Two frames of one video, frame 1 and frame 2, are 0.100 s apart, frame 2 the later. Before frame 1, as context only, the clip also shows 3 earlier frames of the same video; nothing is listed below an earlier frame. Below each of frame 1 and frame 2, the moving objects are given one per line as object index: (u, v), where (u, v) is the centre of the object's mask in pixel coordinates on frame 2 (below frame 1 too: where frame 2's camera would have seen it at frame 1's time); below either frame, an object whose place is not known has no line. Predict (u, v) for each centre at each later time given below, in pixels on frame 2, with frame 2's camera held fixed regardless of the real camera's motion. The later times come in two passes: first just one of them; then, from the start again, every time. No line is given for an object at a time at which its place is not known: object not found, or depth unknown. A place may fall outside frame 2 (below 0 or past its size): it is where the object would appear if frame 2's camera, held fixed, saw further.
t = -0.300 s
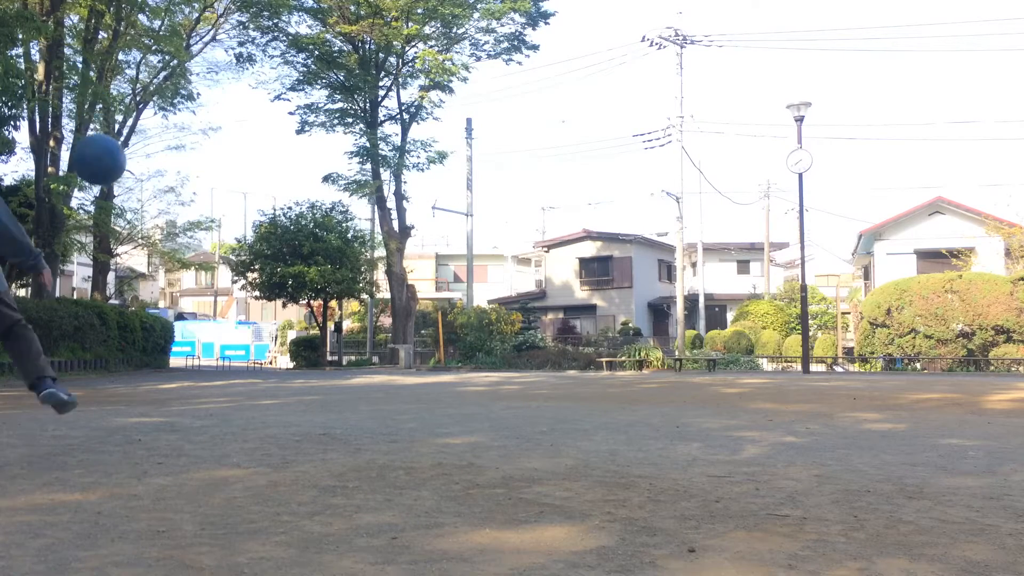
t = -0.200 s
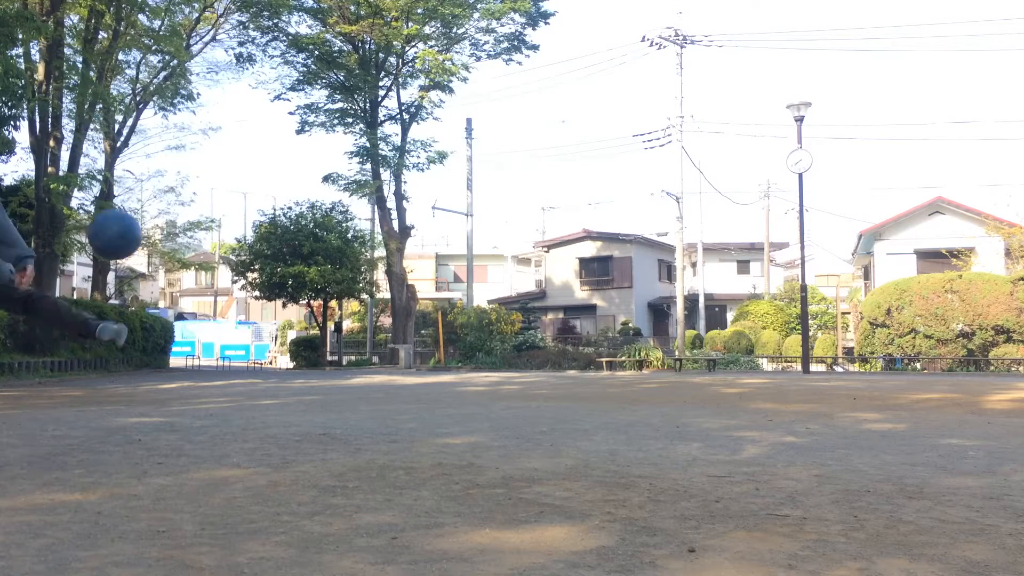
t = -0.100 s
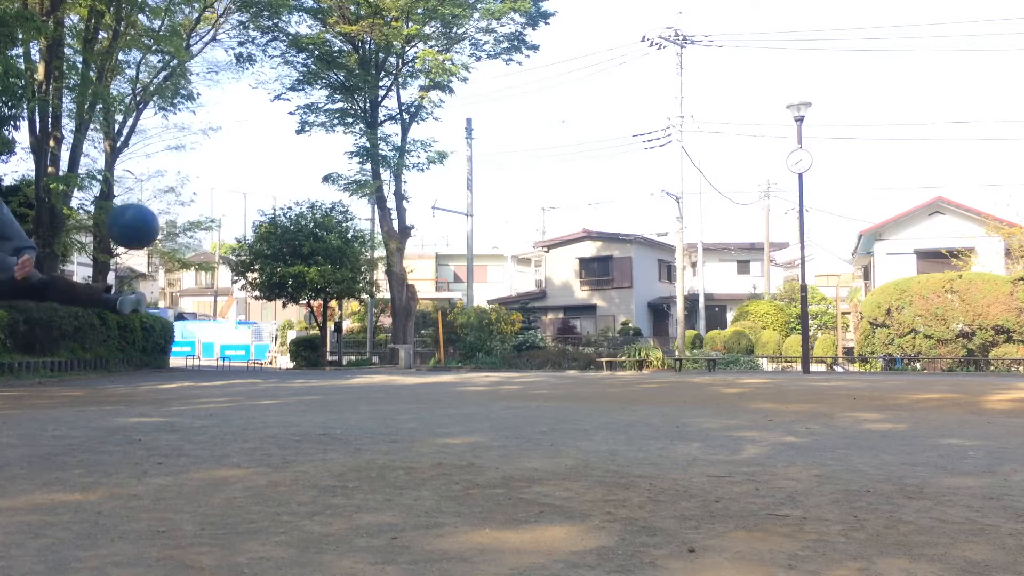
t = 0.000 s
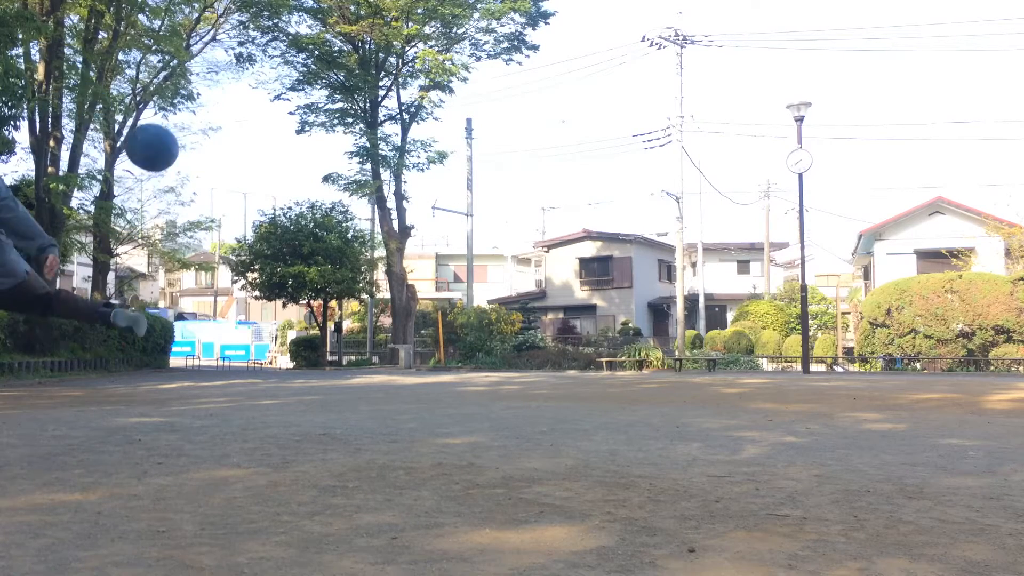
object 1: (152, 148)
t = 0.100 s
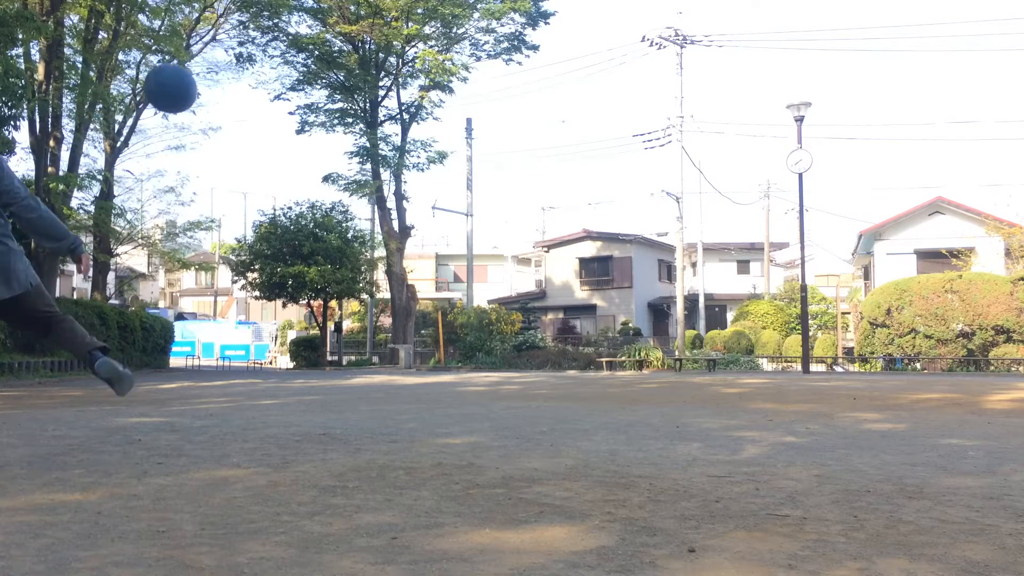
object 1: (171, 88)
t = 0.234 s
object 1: (195, 42)
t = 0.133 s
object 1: (177, 74)
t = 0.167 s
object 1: (183, 60)
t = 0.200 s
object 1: (189, 50)
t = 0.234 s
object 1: (195, 42)
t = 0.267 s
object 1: (201, 36)
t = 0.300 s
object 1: (207, 33)
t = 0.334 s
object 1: (213, 31)
